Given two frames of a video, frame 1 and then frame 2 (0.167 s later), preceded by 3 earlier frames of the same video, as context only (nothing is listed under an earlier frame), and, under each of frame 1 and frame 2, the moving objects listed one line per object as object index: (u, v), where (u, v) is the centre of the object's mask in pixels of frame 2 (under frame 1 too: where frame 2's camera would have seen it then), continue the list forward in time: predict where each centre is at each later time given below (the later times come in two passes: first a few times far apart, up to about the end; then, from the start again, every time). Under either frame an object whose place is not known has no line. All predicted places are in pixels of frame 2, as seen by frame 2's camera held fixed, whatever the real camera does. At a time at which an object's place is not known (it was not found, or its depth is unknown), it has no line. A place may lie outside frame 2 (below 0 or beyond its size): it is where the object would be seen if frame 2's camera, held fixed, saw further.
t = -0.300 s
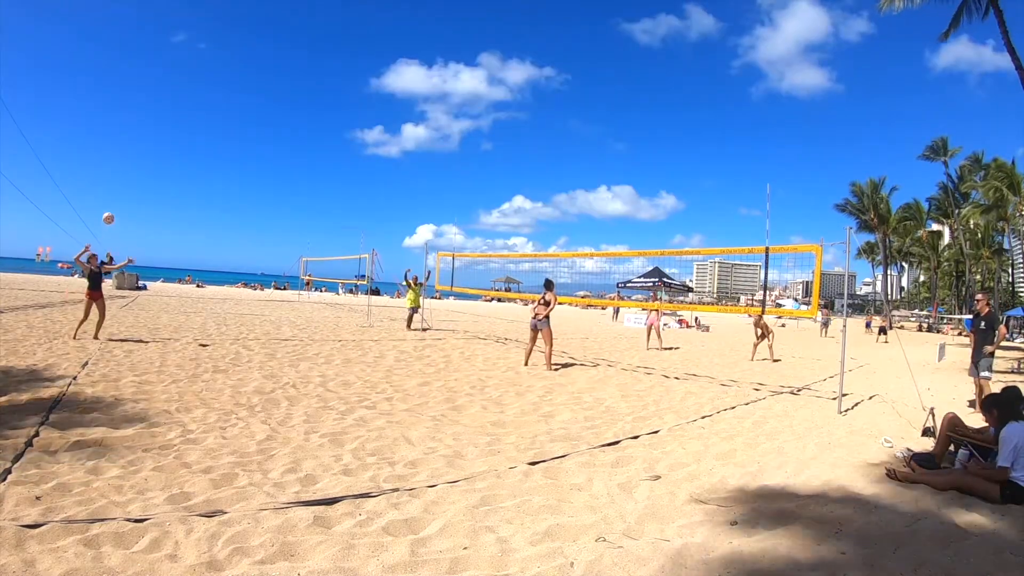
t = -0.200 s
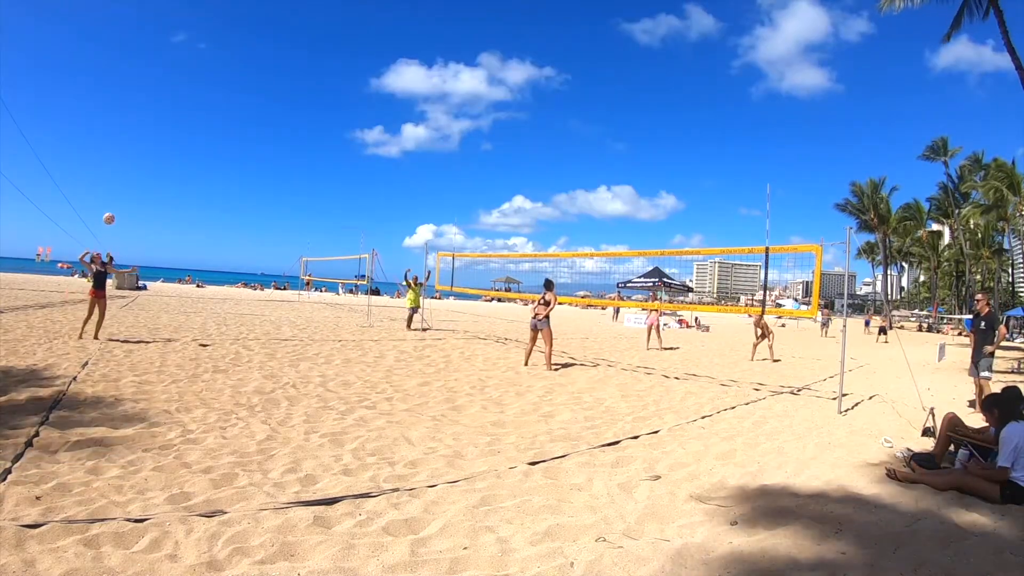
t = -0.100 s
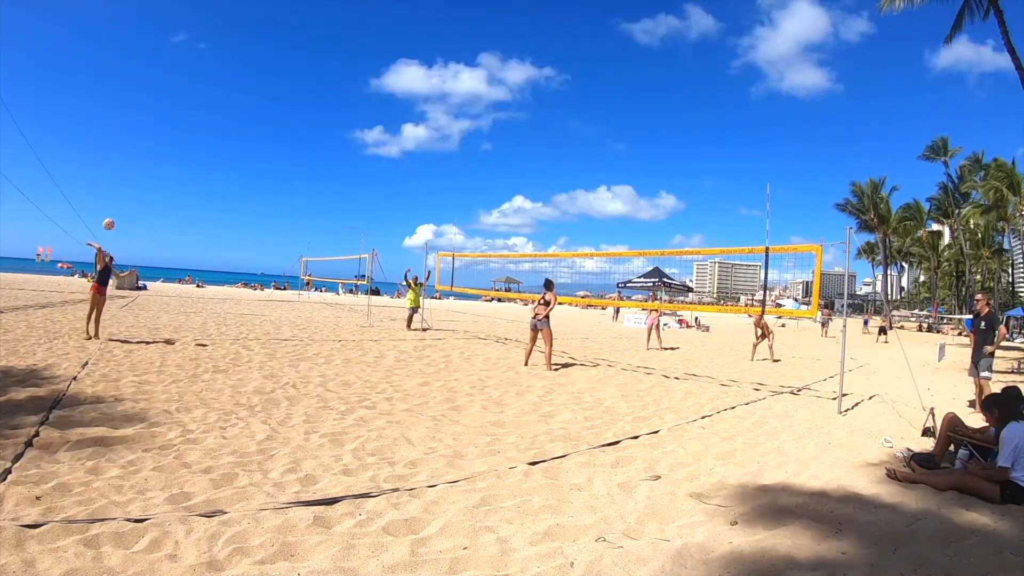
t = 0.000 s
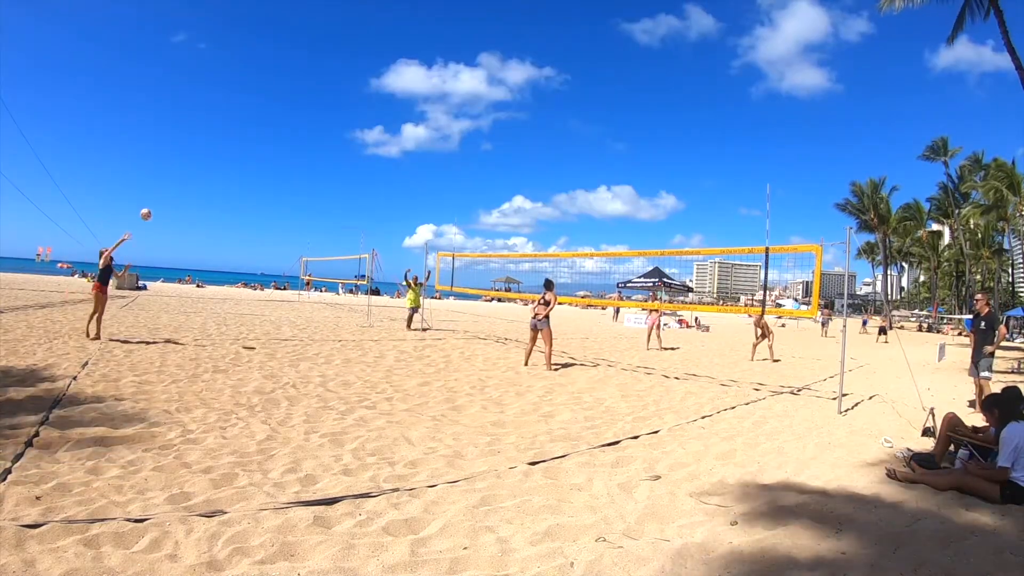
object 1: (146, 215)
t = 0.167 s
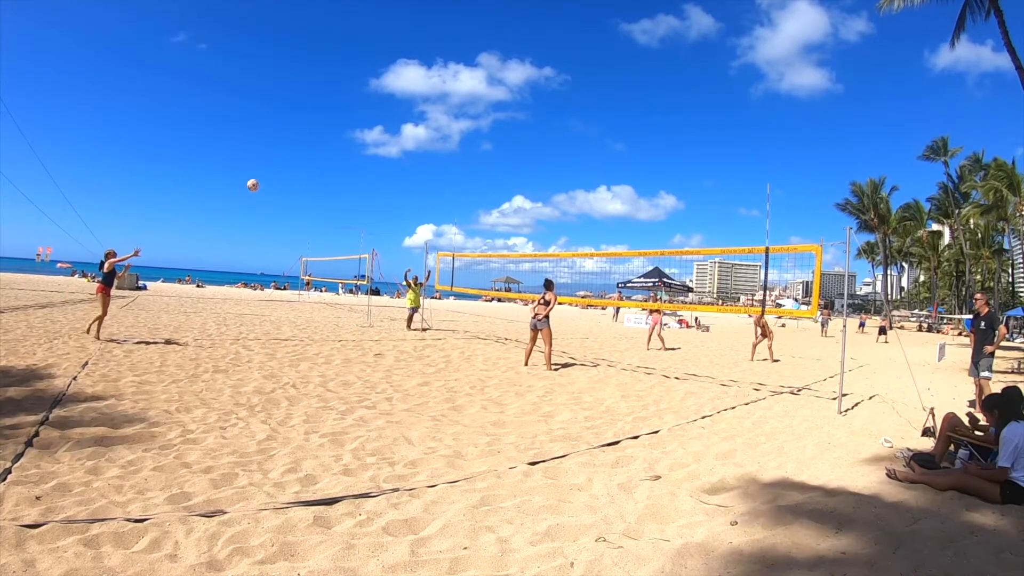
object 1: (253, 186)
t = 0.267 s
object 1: (316, 175)
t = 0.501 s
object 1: (454, 173)
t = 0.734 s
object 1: (568, 198)
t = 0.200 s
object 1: (274, 181)
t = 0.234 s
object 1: (295, 178)
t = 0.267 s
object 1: (316, 175)
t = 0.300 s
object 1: (337, 173)
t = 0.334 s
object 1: (357, 172)
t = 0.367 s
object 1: (378, 171)
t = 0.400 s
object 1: (397, 171)
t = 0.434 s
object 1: (416, 171)
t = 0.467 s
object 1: (435, 172)
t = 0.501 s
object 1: (454, 173)
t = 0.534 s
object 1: (472, 175)
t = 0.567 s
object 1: (489, 178)
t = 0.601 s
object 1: (506, 181)
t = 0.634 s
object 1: (522, 185)
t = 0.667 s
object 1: (538, 189)
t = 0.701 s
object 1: (553, 193)
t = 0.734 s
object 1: (568, 198)
